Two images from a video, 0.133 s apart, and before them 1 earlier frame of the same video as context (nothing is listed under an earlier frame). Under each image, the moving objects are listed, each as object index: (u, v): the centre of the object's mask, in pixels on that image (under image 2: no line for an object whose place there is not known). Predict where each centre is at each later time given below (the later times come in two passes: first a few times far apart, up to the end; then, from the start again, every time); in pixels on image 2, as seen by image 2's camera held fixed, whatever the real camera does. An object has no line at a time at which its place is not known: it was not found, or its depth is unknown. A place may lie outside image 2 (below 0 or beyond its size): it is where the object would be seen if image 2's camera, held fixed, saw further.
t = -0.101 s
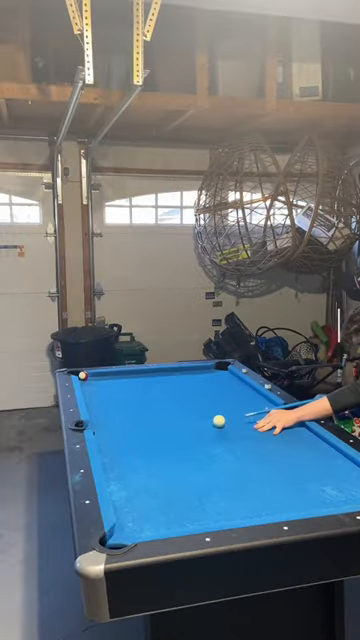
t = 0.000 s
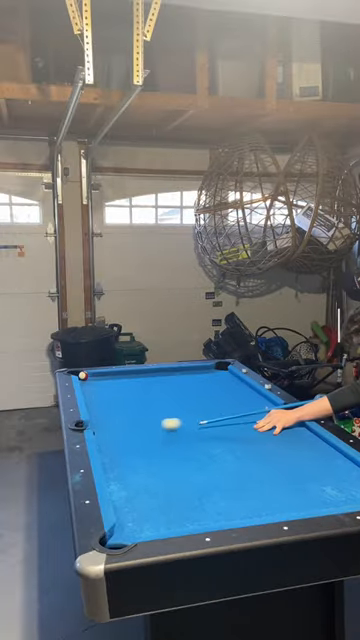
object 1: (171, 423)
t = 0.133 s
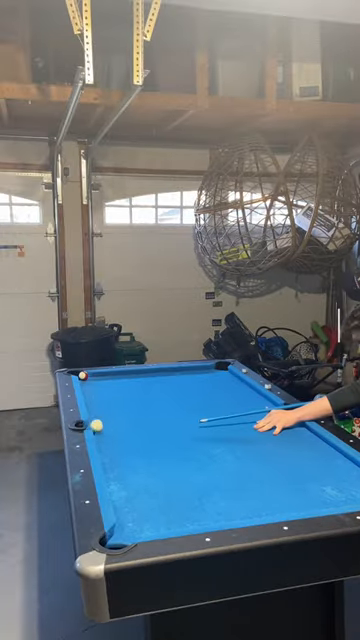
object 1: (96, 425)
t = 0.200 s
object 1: (96, 418)
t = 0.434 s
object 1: (91, 397)
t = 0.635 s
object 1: (88, 383)
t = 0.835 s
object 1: (92, 376)
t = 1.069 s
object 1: (105, 373)
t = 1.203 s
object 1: (114, 374)
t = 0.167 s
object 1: (96, 421)
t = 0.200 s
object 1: (96, 418)
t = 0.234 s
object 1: (95, 414)
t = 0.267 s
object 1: (95, 411)
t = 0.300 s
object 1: (94, 408)
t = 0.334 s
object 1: (93, 405)
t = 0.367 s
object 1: (92, 402)
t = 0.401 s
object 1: (92, 400)
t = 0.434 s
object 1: (91, 397)
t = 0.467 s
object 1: (90, 394)
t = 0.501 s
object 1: (90, 392)
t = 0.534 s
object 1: (89, 390)
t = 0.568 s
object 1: (89, 387)
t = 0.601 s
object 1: (88, 385)
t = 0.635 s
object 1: (88, 383)
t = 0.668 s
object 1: (87, 381)
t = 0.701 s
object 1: (87, 379)
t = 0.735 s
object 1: (87, 377)
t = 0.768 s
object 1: (89, 377)
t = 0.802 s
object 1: (91, 376)
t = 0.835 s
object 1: (92, 376)
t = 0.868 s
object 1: (93, 375)
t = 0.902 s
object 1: (94, 374)
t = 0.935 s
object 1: (96, 373)
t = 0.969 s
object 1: (98, 373)
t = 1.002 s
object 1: (100, 373)
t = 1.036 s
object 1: (103, 373)
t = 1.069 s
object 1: (105, 373)
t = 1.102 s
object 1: (107, 374)
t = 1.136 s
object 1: (109, 374)
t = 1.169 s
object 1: (111, 374)
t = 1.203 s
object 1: (114, 374)
